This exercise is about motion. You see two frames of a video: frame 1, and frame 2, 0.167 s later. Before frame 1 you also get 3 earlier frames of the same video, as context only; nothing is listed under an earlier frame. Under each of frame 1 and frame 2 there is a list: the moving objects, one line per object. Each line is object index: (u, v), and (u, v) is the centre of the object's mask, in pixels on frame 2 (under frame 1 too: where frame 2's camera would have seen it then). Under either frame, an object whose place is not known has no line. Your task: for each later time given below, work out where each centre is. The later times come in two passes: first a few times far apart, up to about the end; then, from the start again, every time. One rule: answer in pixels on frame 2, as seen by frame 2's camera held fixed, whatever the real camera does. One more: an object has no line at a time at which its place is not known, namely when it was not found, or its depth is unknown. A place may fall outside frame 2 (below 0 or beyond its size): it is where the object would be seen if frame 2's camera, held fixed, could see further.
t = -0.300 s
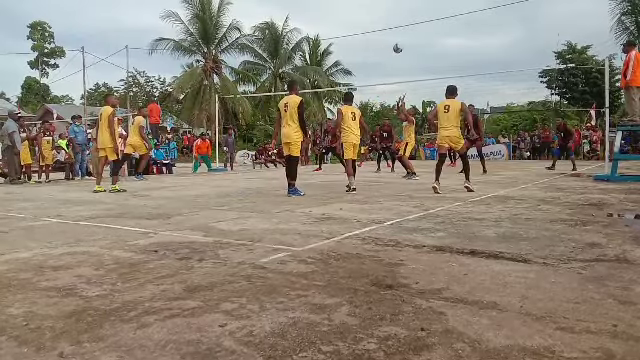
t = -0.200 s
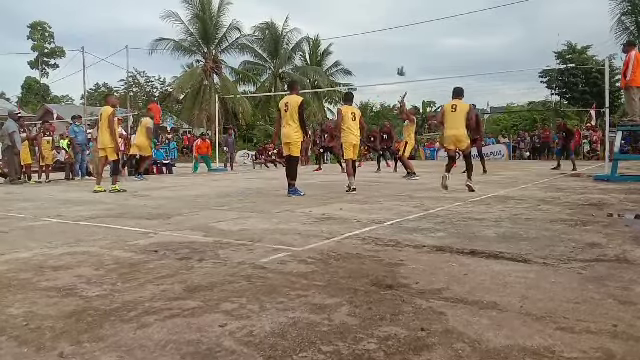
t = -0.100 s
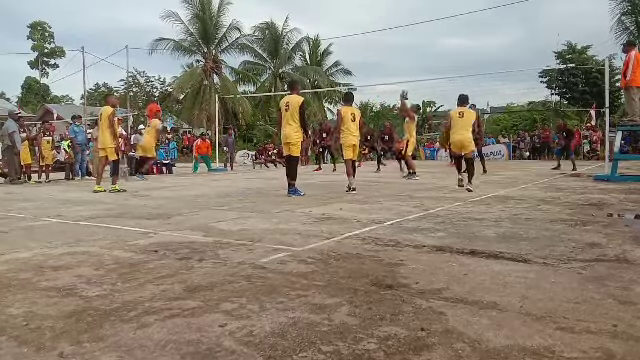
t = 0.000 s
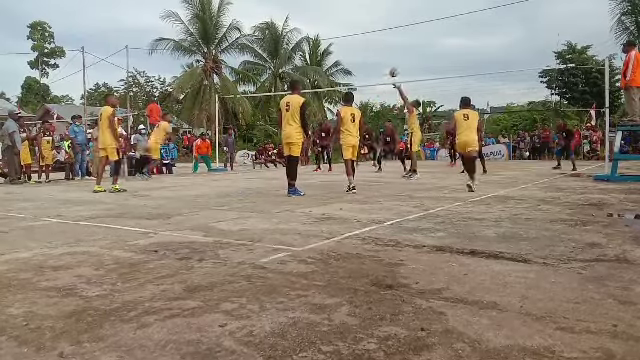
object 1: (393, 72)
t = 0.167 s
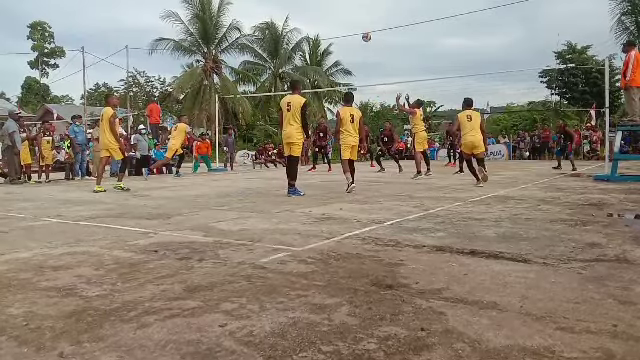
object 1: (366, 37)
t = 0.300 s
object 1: (346, 20)
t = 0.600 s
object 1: (305, 10)
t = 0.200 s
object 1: (361, 32)
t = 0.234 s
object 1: (356, 27)
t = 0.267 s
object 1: (351, 23)
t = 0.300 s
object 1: (346, 20)
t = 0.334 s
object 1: (341, 17)
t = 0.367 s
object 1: (336, 14)
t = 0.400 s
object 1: (331, 12)
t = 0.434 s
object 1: (326, 11)
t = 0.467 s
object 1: (322, 10)
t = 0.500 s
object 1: (318, 9)
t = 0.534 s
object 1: (313, 9)
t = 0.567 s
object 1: (309, 10)
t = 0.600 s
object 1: (305, 10)
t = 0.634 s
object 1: (300, 12)
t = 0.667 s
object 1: (296, 14)
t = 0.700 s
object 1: (292, 16)
